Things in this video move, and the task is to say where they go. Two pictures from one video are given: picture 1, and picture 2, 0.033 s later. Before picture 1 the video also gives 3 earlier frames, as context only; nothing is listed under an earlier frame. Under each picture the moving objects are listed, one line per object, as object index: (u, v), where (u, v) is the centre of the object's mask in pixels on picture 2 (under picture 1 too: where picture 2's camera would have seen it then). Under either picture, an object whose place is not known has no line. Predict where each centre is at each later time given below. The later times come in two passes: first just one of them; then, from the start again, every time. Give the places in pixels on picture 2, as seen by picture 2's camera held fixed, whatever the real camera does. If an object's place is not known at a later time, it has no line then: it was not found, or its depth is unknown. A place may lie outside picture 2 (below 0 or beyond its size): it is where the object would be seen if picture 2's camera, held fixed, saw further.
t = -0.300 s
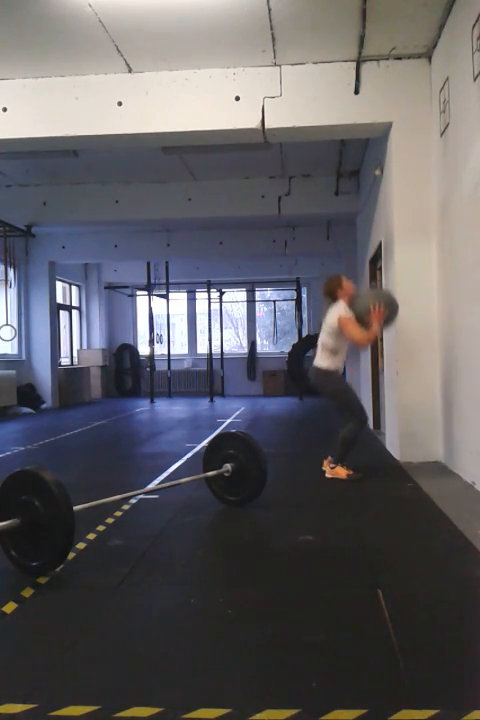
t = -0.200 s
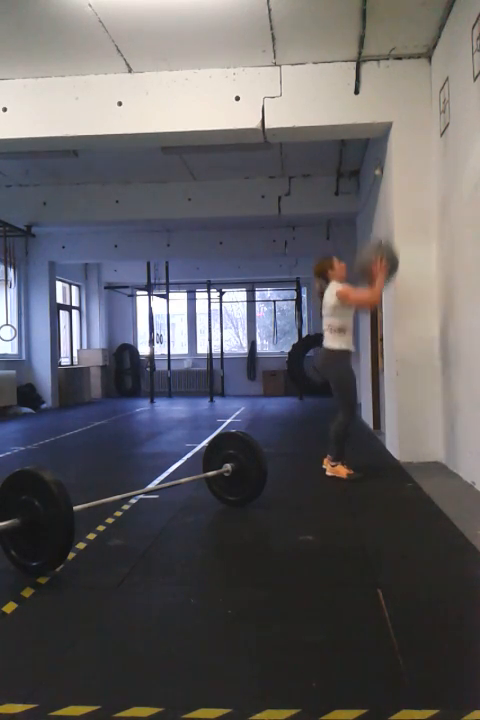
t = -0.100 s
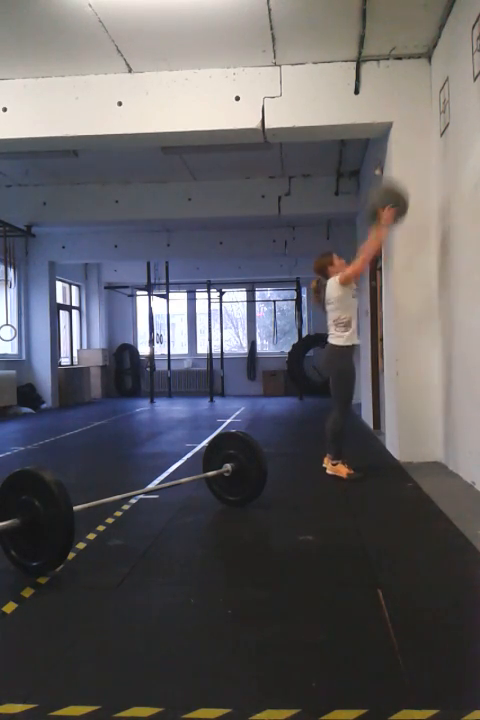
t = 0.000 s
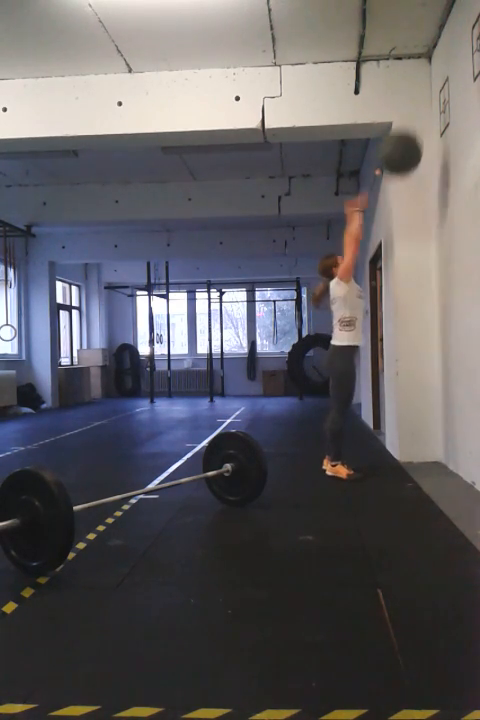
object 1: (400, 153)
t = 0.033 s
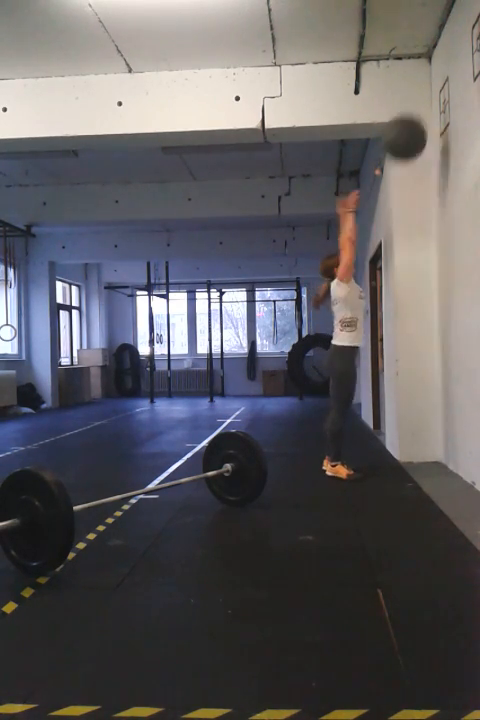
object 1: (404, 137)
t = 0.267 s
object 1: (425, 81)
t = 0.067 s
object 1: (409, 124)
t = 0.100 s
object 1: (413, 113)
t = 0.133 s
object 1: (417, 103)
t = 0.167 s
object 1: (422, 95)
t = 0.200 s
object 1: (426, 89)
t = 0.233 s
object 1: (427, 84)
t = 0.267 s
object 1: (425, 81)
